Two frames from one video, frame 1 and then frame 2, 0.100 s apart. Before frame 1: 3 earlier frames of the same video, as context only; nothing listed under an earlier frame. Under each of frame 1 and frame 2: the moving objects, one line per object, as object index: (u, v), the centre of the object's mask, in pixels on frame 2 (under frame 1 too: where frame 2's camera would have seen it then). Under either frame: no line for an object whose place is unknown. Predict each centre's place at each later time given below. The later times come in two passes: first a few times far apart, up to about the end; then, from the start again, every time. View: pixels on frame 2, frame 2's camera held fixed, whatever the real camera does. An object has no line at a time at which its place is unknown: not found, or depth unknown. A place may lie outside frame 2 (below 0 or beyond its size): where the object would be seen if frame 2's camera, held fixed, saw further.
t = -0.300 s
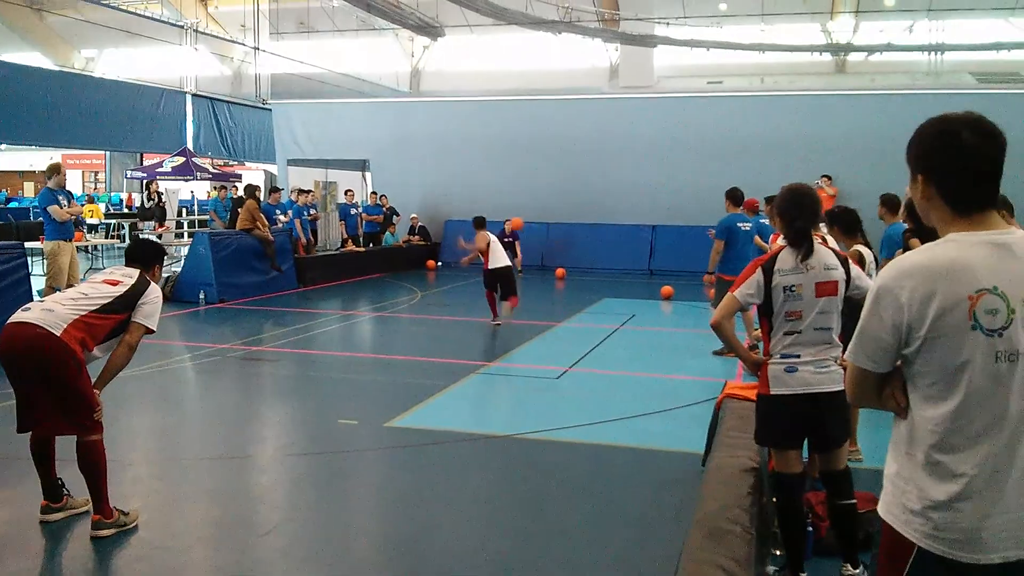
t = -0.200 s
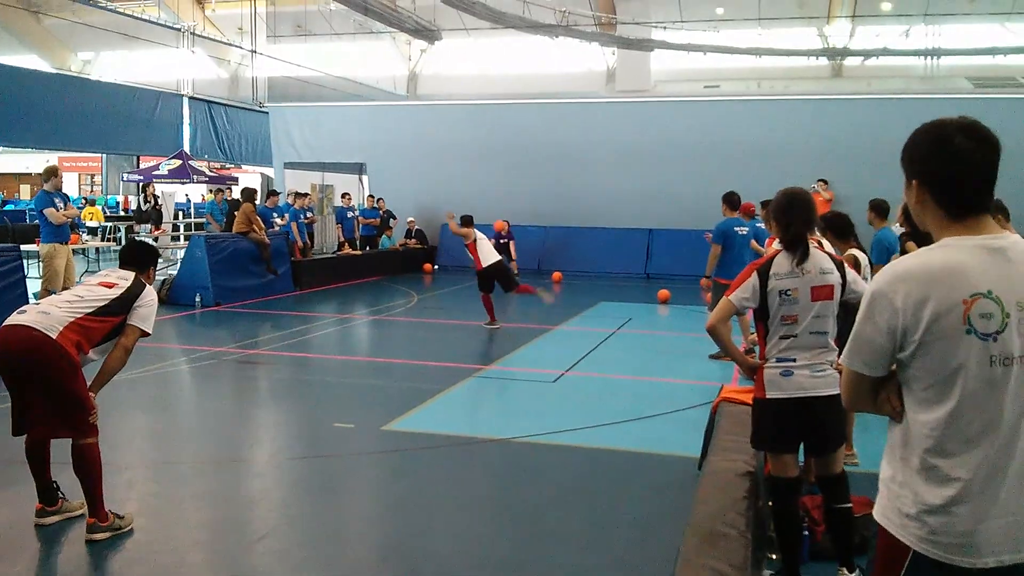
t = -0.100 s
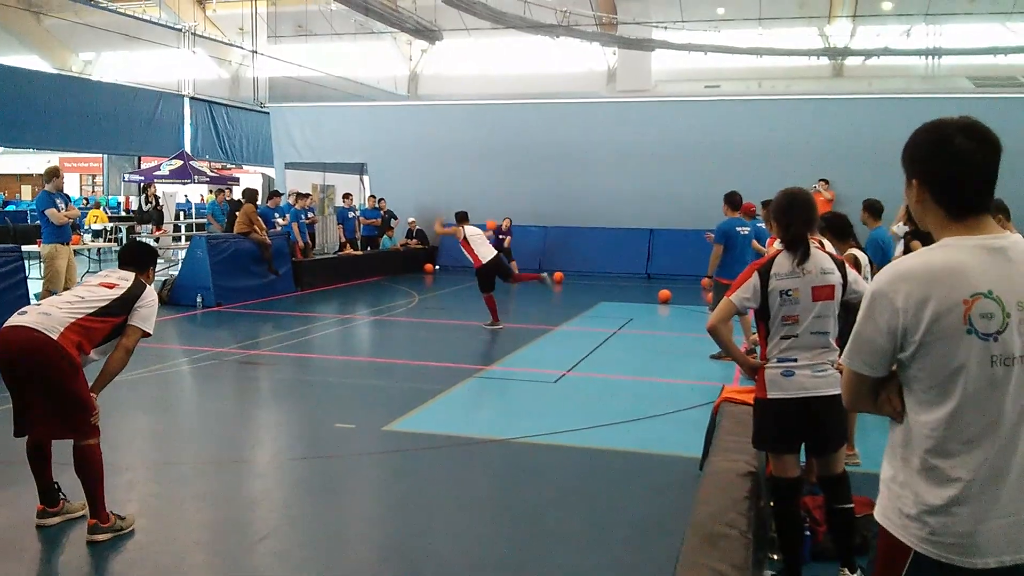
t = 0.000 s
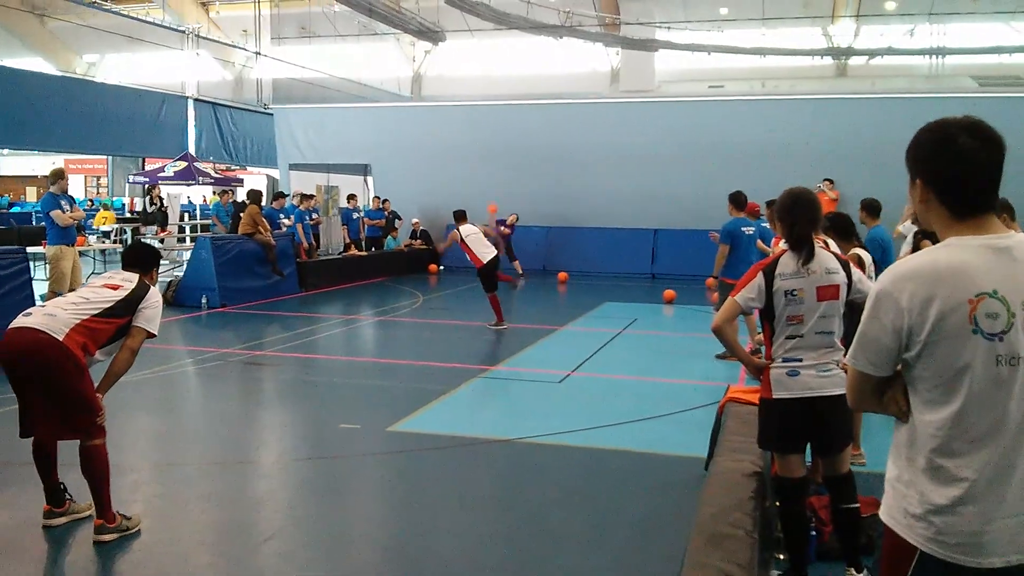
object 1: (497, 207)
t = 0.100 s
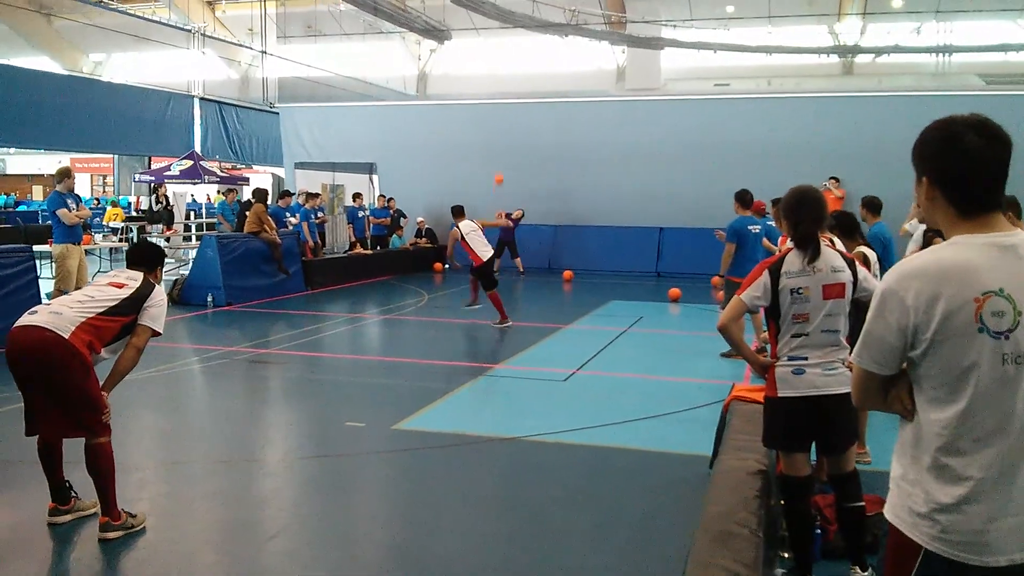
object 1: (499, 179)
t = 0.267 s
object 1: (499, 146)
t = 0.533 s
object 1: (501, 121)
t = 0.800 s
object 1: (502, 127)
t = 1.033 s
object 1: (504, 157)
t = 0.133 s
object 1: (499, 171)
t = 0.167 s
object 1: (499, 164)
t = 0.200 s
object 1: (499, 157)
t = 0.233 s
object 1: (500, 151)
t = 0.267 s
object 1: (499, 146)
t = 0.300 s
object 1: (499, 140)
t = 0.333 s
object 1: (499, 133)
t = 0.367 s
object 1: (500, 131)
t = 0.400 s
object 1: (500, 128)
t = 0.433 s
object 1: (501, 126)
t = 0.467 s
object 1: (501, 124)
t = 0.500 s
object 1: (501, 122)
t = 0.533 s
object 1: (501, 121)
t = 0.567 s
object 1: (502, 120)
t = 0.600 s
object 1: (502, 119)
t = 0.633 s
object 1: (502, 120)
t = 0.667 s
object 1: (502, 120)
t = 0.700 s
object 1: (502, 121)
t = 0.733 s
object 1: (502, 123)
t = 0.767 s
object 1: (503, 125)
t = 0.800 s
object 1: (502, 127)
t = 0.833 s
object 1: (503, 129)
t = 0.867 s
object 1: (503, 133)
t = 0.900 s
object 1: (502, 137)
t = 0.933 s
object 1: (503, 141)
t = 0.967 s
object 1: (504, 146)
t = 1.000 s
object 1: (504, 152)
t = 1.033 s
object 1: (504, 157)
